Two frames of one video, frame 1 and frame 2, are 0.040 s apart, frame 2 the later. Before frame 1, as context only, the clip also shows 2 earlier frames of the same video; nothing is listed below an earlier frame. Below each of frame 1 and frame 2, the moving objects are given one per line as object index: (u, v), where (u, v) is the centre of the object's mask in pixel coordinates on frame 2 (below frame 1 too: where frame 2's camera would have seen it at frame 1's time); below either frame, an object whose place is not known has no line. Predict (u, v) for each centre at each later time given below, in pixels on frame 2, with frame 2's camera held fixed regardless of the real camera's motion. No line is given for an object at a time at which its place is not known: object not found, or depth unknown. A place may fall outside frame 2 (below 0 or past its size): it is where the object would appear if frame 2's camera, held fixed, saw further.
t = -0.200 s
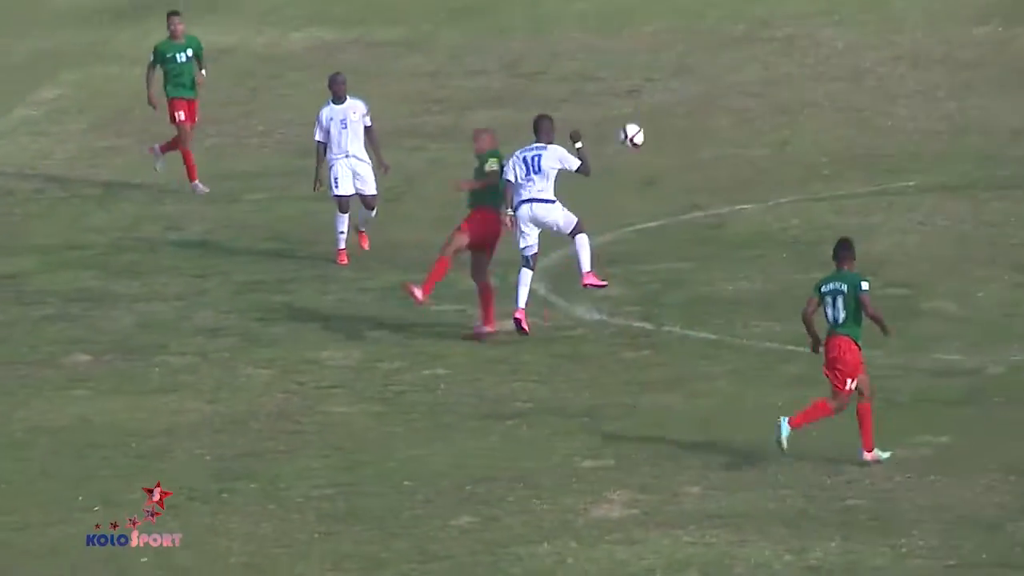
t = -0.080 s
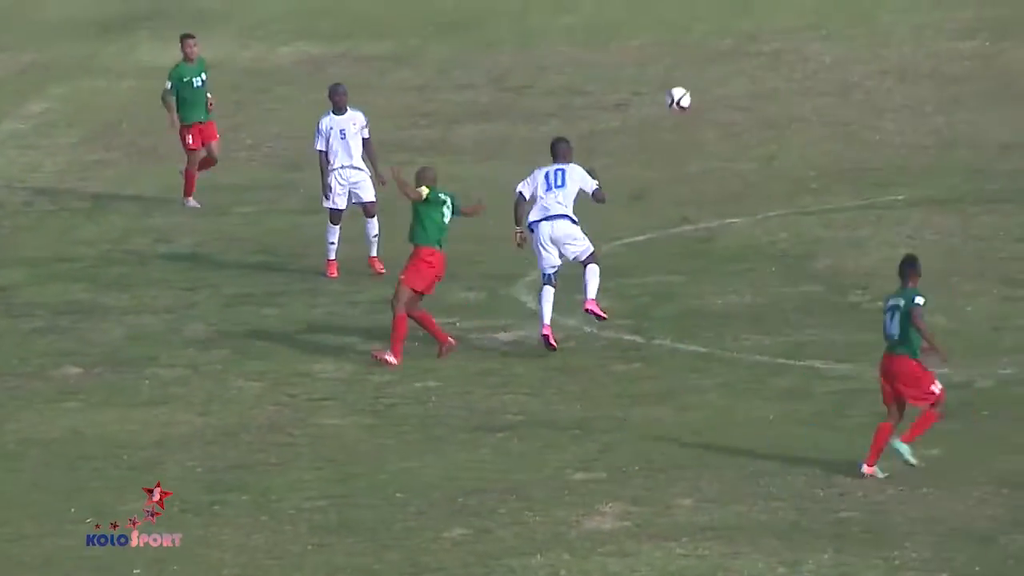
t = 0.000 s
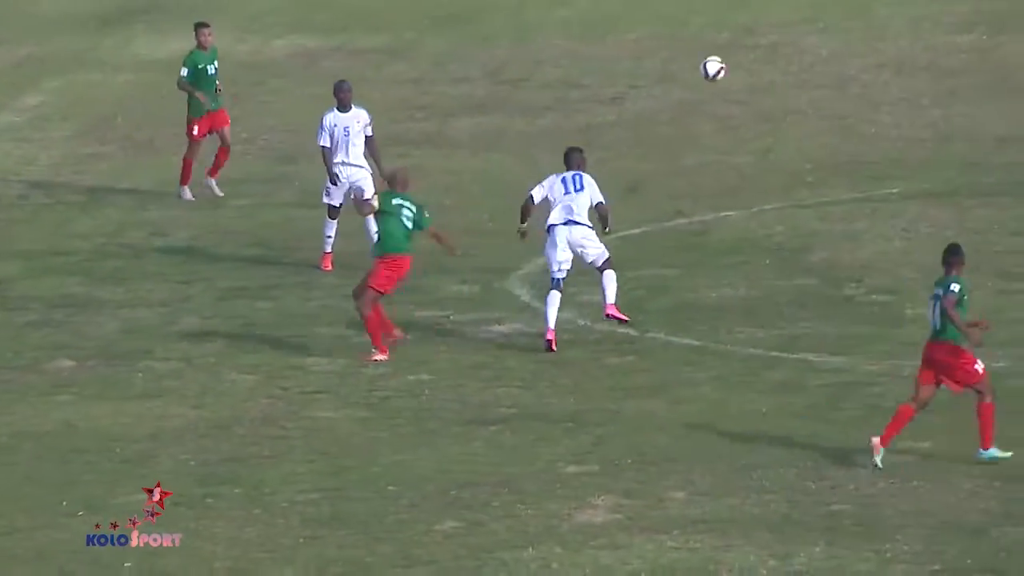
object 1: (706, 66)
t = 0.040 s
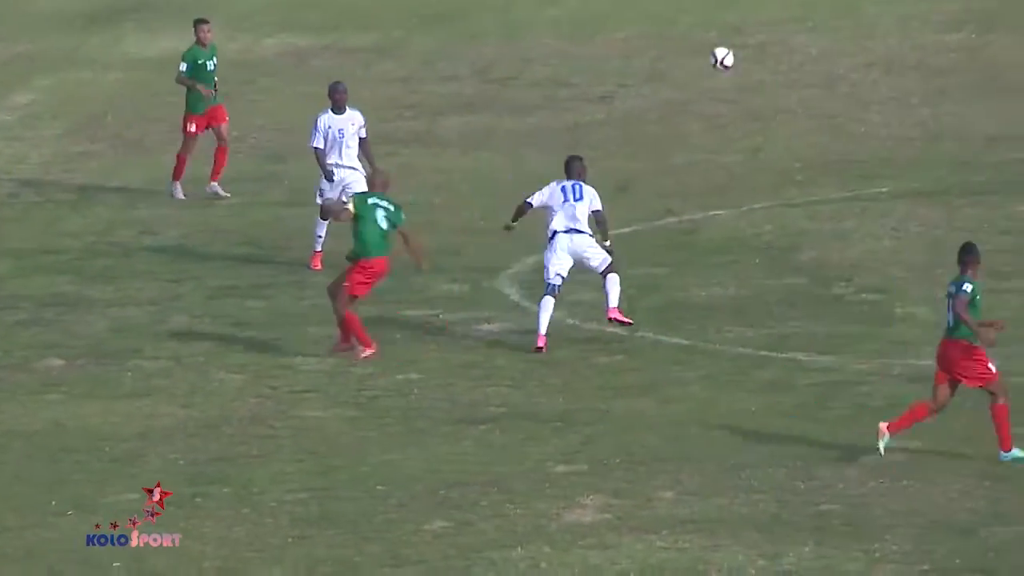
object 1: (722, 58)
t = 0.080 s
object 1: (738, 49)
